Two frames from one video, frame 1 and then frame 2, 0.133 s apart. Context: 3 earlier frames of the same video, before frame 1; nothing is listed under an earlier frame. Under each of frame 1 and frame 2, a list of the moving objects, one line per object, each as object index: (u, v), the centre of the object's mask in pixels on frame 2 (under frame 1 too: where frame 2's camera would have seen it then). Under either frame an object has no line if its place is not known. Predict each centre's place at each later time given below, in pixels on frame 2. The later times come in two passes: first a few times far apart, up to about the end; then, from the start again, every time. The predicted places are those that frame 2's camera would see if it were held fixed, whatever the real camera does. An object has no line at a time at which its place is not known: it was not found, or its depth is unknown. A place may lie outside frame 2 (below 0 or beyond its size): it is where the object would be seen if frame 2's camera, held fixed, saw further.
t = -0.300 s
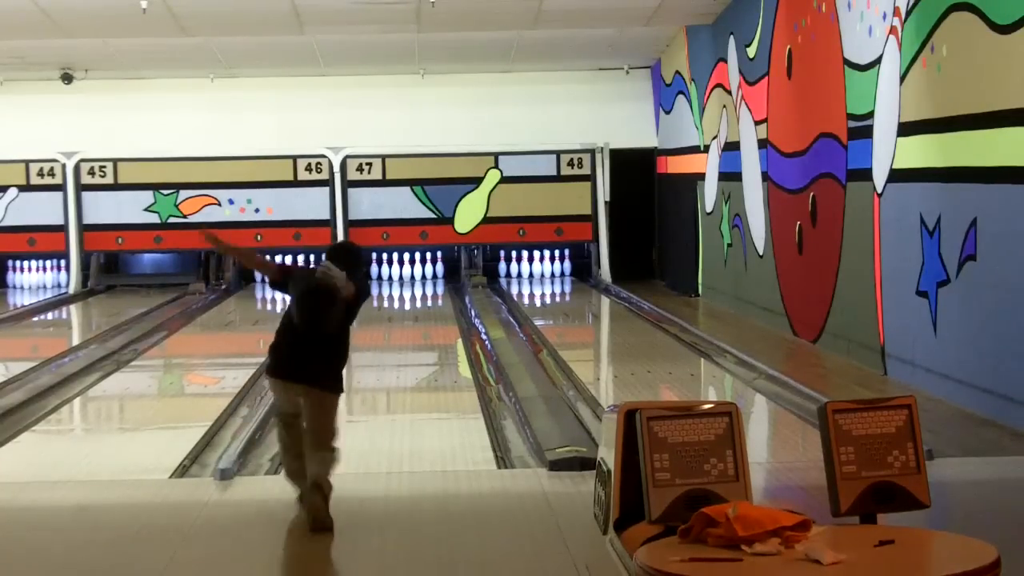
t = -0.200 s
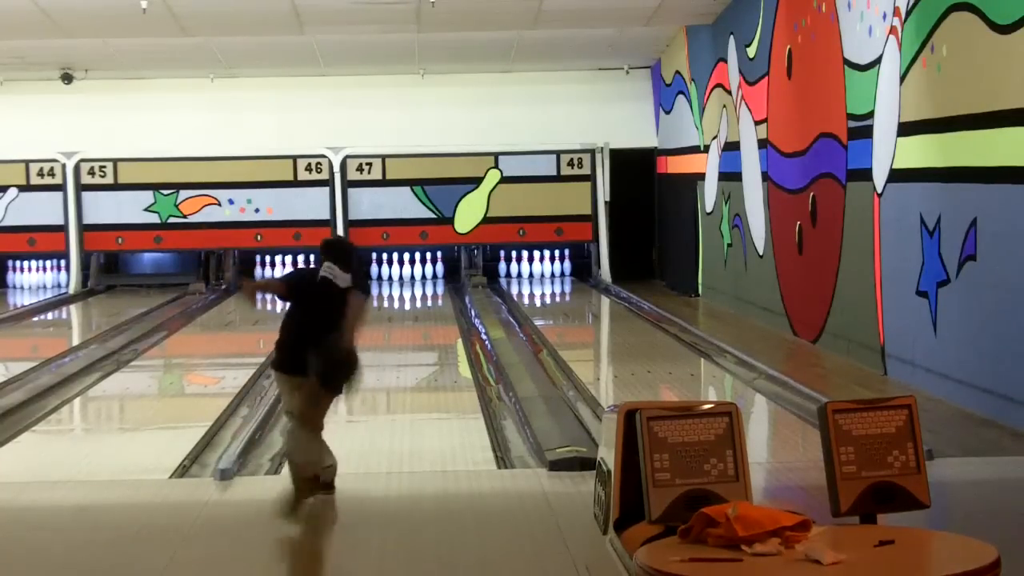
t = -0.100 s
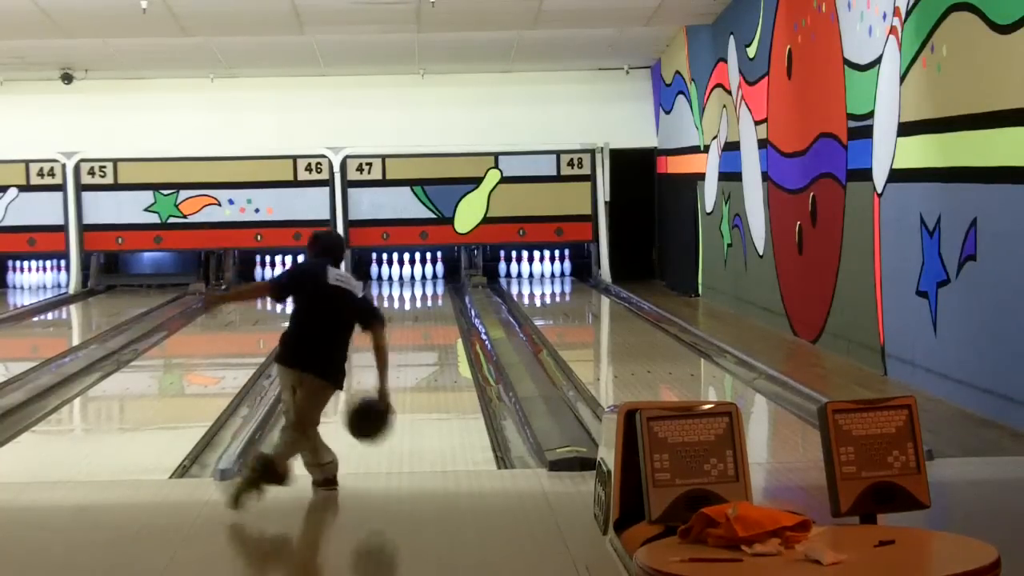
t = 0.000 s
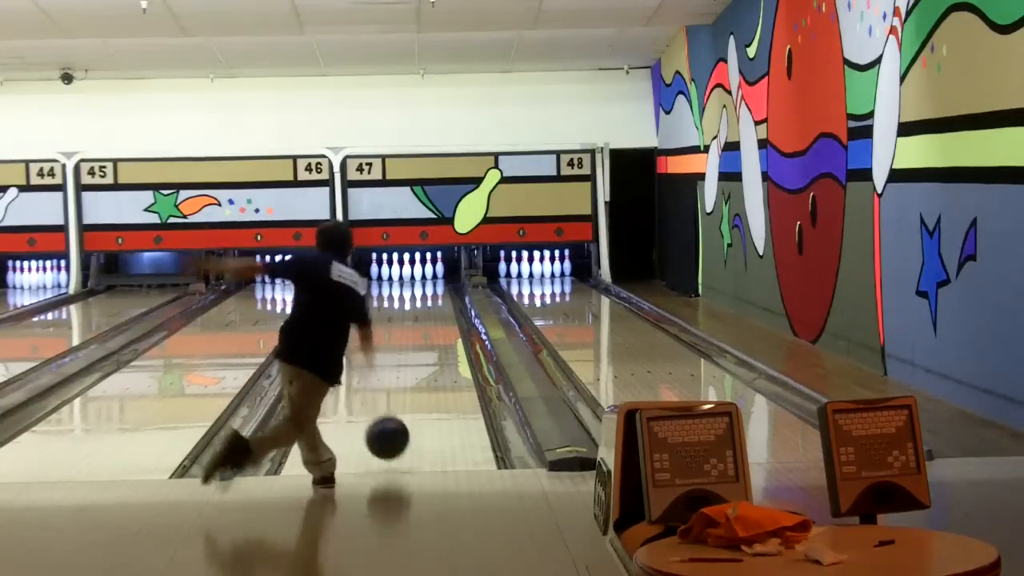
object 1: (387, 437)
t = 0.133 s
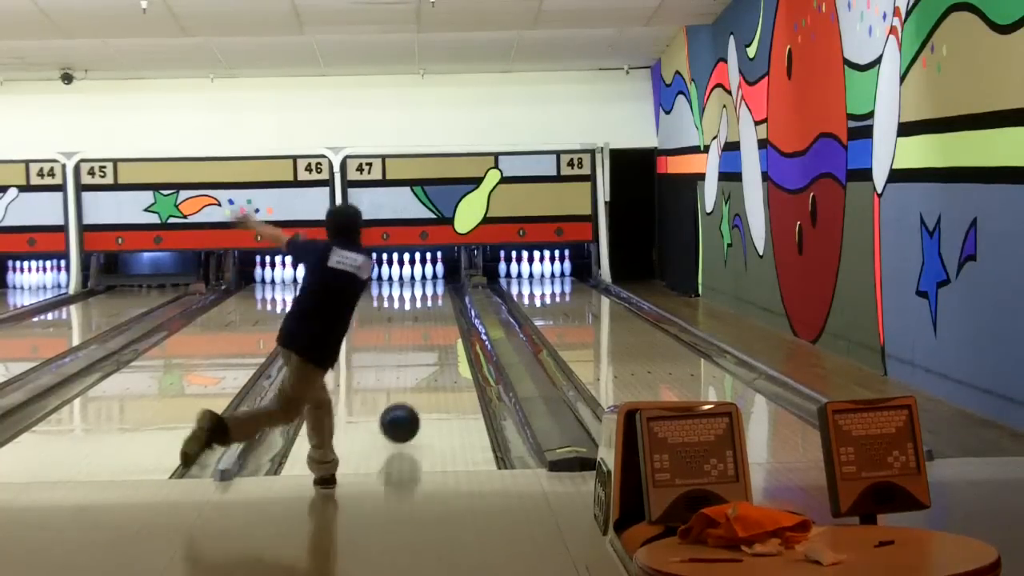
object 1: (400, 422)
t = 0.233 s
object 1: (407, 412)
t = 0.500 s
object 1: (424, 380)
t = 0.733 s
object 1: (434, 359)
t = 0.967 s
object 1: (441, 343)
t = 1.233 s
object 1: (446, 327)
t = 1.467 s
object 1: (447, 316)
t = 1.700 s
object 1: (447, 307)
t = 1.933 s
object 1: (445, 299)
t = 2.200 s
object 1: (440, 290)
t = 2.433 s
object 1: (434, 285)
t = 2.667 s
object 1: (427, 281)
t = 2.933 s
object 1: (415, 276)
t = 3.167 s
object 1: (406, 273)
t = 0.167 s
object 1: (402, 420)
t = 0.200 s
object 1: (405, 416)
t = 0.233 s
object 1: (407, 412)
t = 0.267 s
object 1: (410, 407)
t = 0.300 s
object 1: (412, 403)
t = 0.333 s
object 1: (414, 399)
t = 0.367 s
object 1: (416, 395)
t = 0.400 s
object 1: (418, 391)
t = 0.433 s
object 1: (420, 387)
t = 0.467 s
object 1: (422, 384)
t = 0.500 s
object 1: (424, 380)
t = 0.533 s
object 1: (425, 377)
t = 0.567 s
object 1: (427, 374)
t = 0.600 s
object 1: (429, 371)
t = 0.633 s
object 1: (430, 368)
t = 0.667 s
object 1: (431, 365)
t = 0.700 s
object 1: (433, 362)
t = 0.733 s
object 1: (434, 359)
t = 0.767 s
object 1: (435, 357)
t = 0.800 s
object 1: (436, 354)
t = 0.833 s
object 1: (437, 352)
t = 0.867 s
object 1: (438, 350)
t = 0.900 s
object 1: (439, 348)
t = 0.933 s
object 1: (440, 345)
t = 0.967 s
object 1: (441, 343)
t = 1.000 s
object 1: (442, 341)
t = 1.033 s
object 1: (442, 339)
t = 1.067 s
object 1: (443, 337)
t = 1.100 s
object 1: (444, 335)
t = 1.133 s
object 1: (444, 333)
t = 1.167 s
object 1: (445, 331)
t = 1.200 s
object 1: (445, 329)
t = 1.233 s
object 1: (446, 327)
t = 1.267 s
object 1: (446, 326)
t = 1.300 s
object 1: (446, 324)
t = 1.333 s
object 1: (447, 322)
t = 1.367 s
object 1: (447, 320)
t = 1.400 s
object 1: (447, 319)
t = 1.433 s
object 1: (447, 317)
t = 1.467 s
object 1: (447, 316)
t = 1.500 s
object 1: (447, 315)
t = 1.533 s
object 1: (447, 313)
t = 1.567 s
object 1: (448, 312)
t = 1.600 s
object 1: (447, 311)
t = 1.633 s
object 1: (448, 309)
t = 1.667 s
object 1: (447, 308)
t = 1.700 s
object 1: (447, 307)
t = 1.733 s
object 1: (447, 306)
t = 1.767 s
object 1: (446, 305)
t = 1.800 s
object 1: (446, 304)
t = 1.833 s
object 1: (446, 302)
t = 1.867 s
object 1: (446, 301)
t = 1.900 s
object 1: (445, 300)
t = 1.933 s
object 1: (445, 299)
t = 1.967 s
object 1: (444, 298)
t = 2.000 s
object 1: (444, 296)
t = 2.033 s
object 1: (444, 295)
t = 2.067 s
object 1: (444, 294)
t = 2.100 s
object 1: (443, 294)
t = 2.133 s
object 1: (442, 293)
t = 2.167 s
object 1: (442, 291)
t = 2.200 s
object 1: (440, 290)
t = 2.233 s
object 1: (440, 289)
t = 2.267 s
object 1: (439, 289)
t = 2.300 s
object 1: (439, 288)
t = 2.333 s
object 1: (438, 288)
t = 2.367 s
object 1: (436, 286)
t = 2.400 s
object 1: (435, 286)
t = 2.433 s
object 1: (434, 285)
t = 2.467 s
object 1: (433, 285)
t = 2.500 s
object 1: (432, 284)
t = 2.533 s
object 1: (431, 283)
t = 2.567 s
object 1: (430, 283)
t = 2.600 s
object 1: (429, 282)
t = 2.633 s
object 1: (428, 281)
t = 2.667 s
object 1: (427, 281)
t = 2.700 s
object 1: (425, 280)
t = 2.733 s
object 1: (424, 279)
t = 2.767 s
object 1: (423, 279)
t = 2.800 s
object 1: (421, 278)
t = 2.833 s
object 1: (419, 278)
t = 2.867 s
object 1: (418, 278)
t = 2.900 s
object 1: (416, 277)
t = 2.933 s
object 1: (415, 276)
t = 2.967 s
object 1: (413, 276)
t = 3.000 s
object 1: (411, 275)
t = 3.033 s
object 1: (410, 275)
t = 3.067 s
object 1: (409, 274)
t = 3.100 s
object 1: (408, 274)
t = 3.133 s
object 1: (408, 273)
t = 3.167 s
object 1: (406, 273)
